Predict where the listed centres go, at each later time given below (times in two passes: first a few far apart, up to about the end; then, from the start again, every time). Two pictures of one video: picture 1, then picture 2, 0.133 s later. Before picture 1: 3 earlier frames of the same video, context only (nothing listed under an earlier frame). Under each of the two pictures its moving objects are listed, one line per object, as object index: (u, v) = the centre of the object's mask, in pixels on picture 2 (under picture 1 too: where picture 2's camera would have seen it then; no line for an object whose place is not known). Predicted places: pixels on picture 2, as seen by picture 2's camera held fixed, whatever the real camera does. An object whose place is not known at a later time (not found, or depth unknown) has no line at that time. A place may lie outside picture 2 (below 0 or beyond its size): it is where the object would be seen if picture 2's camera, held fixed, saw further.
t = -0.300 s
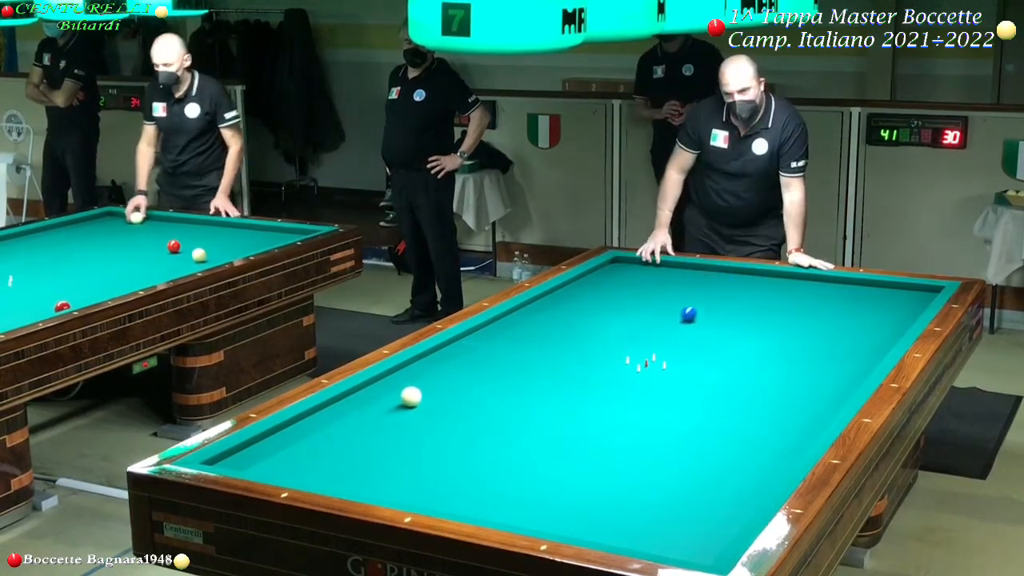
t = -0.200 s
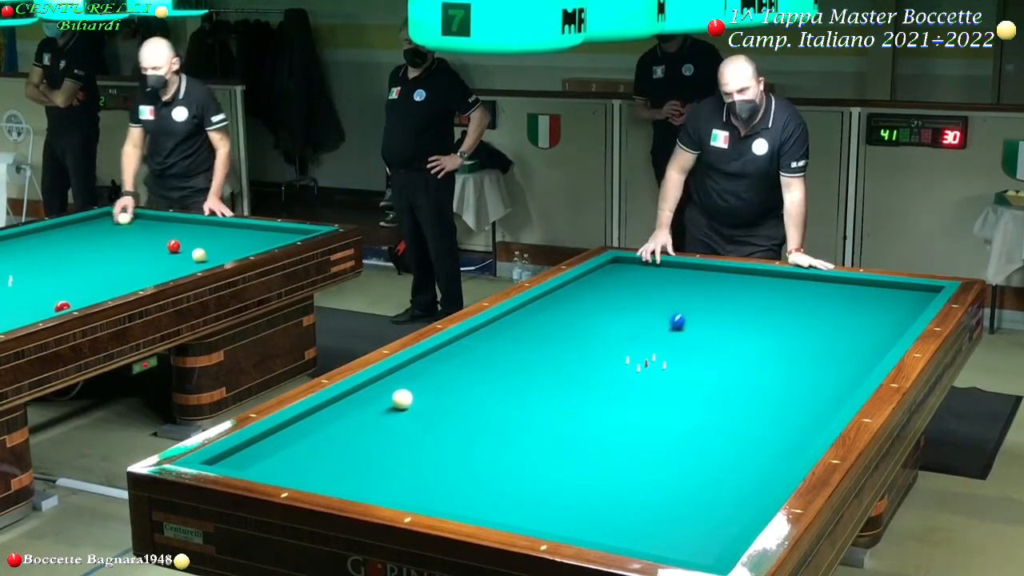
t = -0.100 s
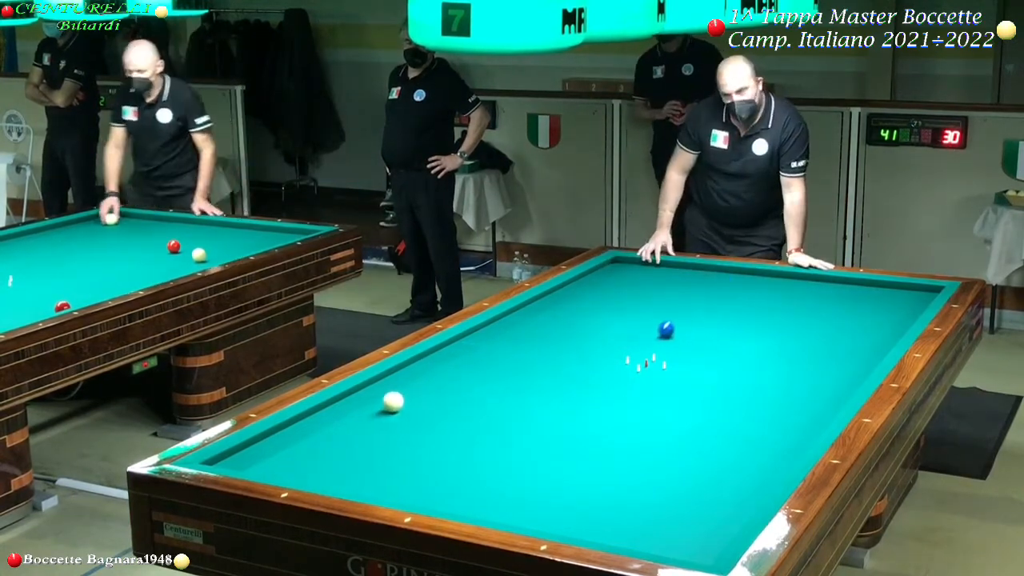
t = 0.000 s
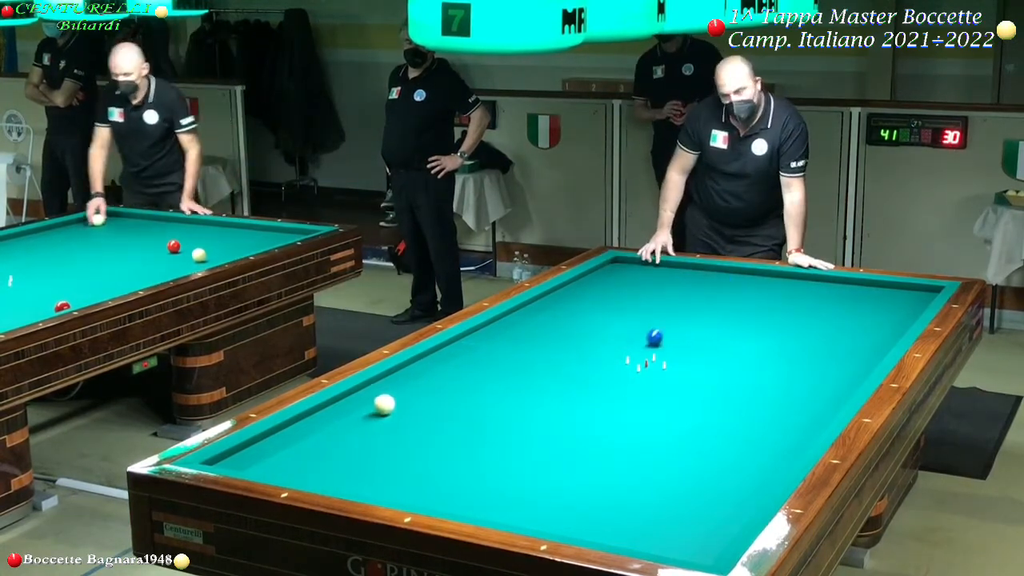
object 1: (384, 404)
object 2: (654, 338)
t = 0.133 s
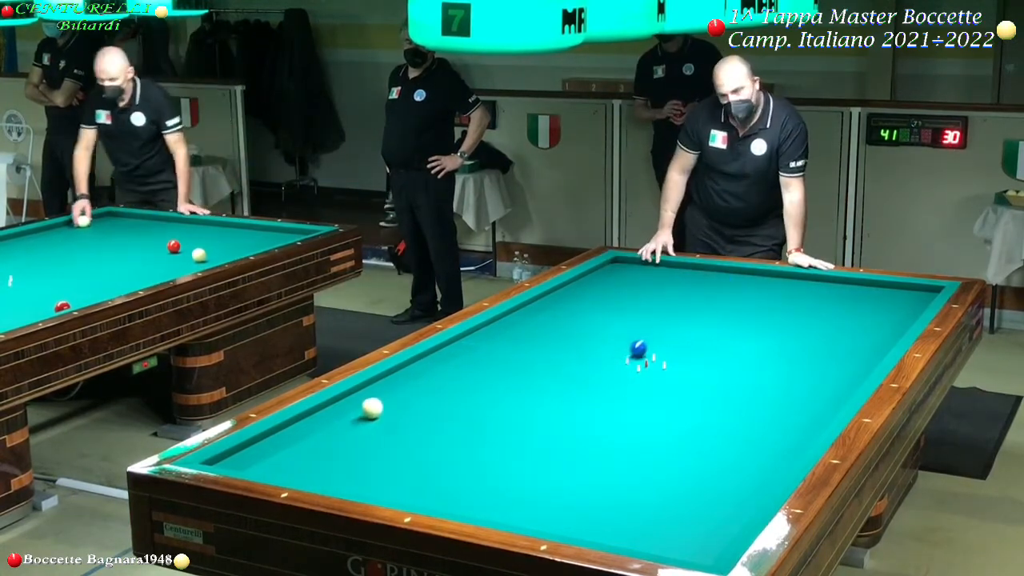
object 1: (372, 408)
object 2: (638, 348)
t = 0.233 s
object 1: (363, 411)
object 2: (626, 357)
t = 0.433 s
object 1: (345, 416)
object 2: (599, 376)
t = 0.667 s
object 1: (324, 422)
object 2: (566, 400)
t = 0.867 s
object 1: (307, 427)
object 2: (534, 422)
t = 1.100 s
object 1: (286, 434)
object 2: (493, 451)
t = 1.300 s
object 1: (269, 439)
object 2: (454, 480)
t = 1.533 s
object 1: (252, 445)
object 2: (428, 497)
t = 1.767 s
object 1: (243, 452)
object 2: (459, 477)
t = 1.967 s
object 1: (235, 457)
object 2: (480, 462)
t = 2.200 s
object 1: (226, 461)
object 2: (503, 446)
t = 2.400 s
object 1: (228, 461)
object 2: (522, 433)
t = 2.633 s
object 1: (236, 460)
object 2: (541, 419)
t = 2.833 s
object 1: (242, 459)
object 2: (556, 408)
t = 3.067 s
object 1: (248, 457)
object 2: (573, 397)
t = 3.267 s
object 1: (252, 456)
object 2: (586, 387)
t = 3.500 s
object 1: (257, 454)
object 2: (600, 377)
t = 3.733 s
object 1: (261, 453)
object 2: (614, 367)
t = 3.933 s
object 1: (264, 451)
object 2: (625, 359)
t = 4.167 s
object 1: (267, 450)
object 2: (637, 351)
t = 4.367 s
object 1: (269, 450)
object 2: (646, 344)
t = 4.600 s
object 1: (270, 449)
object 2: (656, 336)
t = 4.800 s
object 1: (271, 449)
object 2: (665, 330)
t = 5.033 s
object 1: (271, 449)
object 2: (674, 324)
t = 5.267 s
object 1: (271, 449)
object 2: (682, 317)
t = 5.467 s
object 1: (271, 449)
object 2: (690, 312)
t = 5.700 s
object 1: (271, 449)
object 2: (699, 306)
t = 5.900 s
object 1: (271, 449)
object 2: (705, 302)
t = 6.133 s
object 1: (271, 449)
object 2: (713, 297)
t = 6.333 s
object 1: (271, 449)
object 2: (719, 293)
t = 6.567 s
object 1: (271, 449)
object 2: (726, 288)
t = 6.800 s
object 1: (271, 449)
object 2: (733, 284)
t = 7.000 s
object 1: (271, 449)
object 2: (739, 281)
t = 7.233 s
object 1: (271, 449)
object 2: (745, 277)
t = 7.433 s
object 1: (271, 449)
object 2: (750, 274)
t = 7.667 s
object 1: (271, 449)
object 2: (753, 272)
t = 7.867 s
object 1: (271, 449)
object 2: (752, 273)
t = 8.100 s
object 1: (271, 449)
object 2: (750, 275)
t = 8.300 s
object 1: (271, 449)
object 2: (748, 277)
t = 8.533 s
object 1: (271, 449)
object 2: (746, 278)
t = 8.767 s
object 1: (271, 449)
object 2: (744, 280)
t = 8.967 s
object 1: (271, 449)
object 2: (742, 282)
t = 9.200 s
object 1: (271, 449)
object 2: (740, 283)
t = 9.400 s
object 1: (271, 449)
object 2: (738, 283)
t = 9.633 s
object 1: (271, 449)
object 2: (736, 285)
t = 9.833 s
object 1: (271, 449)
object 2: (735, 286)
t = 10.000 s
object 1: (271, 449)
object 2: (734, 286)
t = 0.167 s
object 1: (369, 409)
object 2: (635, 351)
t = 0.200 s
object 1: (366, 410)
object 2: (630, 354)
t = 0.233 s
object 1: (363, 411)
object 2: (626, 357)
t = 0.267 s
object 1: (360, 411)
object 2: (622, 360)
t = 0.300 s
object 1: (357, 412)
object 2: (617, 364)
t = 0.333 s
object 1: (354, 413)
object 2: (613, 367)
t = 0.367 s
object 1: (351, 414)
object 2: (609, 369)
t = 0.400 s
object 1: (348, 415)
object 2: (604, 373)
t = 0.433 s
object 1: (345, 416)
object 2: (599, 376)
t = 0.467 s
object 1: (343, 417)
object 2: (595, 379)
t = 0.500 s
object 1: (340, 418)
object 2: (590, 383)
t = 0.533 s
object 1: (336, 418)
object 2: (585, 386)
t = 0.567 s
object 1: (333, 419)
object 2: (581, 389)
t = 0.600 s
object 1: (331, 420)
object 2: (576, 393)
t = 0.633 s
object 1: (327, 421)
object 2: (570, 397)
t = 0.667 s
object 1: (324, 422)
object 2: (566, 400)
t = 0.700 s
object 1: (321, 423)
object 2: (561, 404)
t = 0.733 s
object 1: (318, 424)
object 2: (555, 407)
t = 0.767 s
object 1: (316, 425)
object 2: (551, 411)
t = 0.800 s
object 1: (313, 426)
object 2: (545, 415)
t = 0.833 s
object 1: (310, 427)
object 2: (540, 419)
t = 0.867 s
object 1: (307, 427)
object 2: (534, 422)
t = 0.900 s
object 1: (304, 428)
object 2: (528, 426)
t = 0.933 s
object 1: (301, 429)
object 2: (522, 430)
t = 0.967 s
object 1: (298, 430)
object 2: (517, 434)
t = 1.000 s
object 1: (295, 431)
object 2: (512, 439)
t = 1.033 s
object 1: (292, 432)
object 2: (506, 443)
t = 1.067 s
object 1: (289, 433)
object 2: (500, 447)
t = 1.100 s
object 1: (286, 434)
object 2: (493, 451)
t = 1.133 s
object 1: (283, 434)
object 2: (487, 456)
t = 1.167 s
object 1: (280, 435)
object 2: (481, 460)
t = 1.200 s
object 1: (277, 436)
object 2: (475, 464)
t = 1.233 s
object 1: (274, 437)
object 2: (468, 470)
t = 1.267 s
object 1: (272, 438)
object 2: (462, 475)
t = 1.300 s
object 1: (269, 439)
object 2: (454, 480)
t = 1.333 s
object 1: (266, 439)
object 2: (447, 485)
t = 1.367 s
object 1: (263, 440)
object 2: (441, 489)
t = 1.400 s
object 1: (260, 441)
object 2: (433, 495)
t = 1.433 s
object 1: (257, 442)
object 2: (426, 497)
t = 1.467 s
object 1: (255, 443)
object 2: (420, 499)
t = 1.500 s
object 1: (254, 444)
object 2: (422, 499)
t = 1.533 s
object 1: (252, 445)
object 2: (428, 497)
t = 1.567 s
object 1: (251, 446)
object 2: (433, 495)
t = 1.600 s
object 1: (250, 447)
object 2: (438, 491)
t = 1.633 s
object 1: (248, 448)
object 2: (443, 488)
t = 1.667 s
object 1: (247, 449)
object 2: (447, 485)
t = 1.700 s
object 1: (246, 450)
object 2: (452, 482)
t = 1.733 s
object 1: (244, 451)
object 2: (455, 479)
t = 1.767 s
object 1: (243, 452)
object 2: (459, 477)
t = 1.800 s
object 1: (241, 453)
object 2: (463, 474)
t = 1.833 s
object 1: (240, 454)
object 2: (466, 472)
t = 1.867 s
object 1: (239, 455)
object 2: (470, 469)
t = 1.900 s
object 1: (237, 456)
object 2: (473, 467)
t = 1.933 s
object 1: (236, 457)
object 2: (477, 464)
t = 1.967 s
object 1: (235, 457)
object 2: (480, 462)
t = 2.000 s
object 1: (234, 458)
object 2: (484, 459)
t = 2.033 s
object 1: (232, 459)
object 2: (487, 457)
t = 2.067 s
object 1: (231, 459)
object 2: (490, 455)
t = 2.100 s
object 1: (230, 460)
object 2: (494, 452)
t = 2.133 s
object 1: (229, 461)
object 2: (497, 450)
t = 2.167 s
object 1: (227, 461)
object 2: (500, 448)
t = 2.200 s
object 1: (226, 461)
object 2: (503, 446)
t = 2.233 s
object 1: (225, 462)
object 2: (506, 444)
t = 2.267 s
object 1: (224, 463)
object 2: (510, 441)
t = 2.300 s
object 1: (225, 463)
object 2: (512, 439)
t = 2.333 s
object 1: (226, 462)
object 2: (516, 437)
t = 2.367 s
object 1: (227, 462)
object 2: (519, 435)
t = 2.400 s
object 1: (228, 461)
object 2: (522, 433)
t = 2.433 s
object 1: (229, 461)
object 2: (524, 431)
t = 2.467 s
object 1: (230, 461)
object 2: (527, 429)
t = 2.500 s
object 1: (231, 461)
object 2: (530, 427)
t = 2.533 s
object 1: (232, 461)
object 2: (533, 425)
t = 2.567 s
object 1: (234, 461)
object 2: (535, 423)
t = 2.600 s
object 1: (235, 461)
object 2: (538, 421)
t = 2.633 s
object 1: (236, 460)
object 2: (541, 419)
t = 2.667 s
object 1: (237, 460)
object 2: (543, 418)
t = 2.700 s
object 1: (238, 460)
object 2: (546, 416)
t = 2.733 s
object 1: (239, 460)
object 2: (549, 414)
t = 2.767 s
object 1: (240, 460)
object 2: (551, 412)
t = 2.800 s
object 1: (241, 460)
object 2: (554, 410)
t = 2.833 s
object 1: (242, 459)
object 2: (556, 408)
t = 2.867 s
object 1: (242, 459)
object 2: (558, 407)
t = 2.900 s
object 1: (243, 459)
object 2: (561, 405)
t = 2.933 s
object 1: (244, 459)
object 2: (564, 403)
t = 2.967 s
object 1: (245, 459)
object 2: (566, 402)
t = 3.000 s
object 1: (246, 458)
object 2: (568, 400)
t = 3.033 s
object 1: (247, 458)
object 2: (570, 398)
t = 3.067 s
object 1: (248, 457)
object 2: (573, 397)
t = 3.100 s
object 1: (248, 457)
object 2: (575, 395)
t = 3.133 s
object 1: (249, 457)
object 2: (577, 393)
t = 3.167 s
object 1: (250, 457)
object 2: (580, 392)
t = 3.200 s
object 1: (251, 456)
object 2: (581, 390)
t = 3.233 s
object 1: (252, 456)
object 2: (584, 389)
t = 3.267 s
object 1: (252, 456)
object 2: (586, 387)
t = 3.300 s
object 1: (253, 455)
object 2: (588, 385)
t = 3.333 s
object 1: (254, 455)
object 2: (590, 384)
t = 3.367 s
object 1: (255, 455)
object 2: (592, 382)
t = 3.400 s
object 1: (255, 455)
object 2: (594, 381)
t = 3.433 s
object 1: (256, 454)
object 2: (597, 379)
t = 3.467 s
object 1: (257, 454)
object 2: (598, 378)
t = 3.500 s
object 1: (257, 454)
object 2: (600, 377)
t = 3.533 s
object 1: (258, 454)
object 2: (603, 375)
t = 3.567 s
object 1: (258, 454)
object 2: (604, 374)
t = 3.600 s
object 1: (259, 453)
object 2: (606, 372)
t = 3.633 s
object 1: (260, 453)
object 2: (608, 371)
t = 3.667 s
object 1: (260, 453)
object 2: (610, 370)
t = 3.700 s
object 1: (261, 453)
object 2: (612, 368)
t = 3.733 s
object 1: (261, 453)
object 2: (614, 367)
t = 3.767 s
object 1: (262, 452)
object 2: (616, 366)
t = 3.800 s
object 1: (262, 452)
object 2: (618, 364)
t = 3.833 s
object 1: (263, 452)
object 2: (619, 363)
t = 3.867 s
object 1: (263, 452)
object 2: (621, 362)
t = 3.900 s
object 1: (264, 452)
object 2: (623, 361)
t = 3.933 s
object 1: (264, 451)
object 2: (625, 359)
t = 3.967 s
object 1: (264, 451)
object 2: (627, 358)
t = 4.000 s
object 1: (265, 451)
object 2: (628, 357)
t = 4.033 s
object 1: (266, 451)
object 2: (630, 355)
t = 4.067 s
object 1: (266, 451)
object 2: (632, 354)
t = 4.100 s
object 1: (266, 451)
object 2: (633, 353)
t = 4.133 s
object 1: (267, 451)
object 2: (635, 352)
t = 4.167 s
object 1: (267, 450)
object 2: (637, 351)
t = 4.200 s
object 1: (267, 450)
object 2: (638, 350)
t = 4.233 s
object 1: (267, 450)
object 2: (640, 349)
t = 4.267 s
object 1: (268, 450)
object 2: (641, 347)
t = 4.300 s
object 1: (268, 450)
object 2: (643, 346)
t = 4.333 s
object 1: (268, 450)
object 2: (645, 345)
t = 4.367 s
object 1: (269, 450)
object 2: (646, 344)
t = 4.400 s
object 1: (269, 450)
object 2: (648, 343)
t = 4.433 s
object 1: (269, 450)
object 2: (649, 342)
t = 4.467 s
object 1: (270, 449)
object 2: (651, 341)
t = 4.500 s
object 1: (270, 449)
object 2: (652, 340)
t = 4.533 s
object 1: (270, 449)
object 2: (654, 339)
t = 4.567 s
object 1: (270, 449)
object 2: (655, 337)
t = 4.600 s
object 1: (270, 449)
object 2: (656, 336)
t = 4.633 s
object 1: (270, 449)
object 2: (658, 335)
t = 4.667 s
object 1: (270, 449)
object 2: (659, 334)
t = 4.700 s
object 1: (271, 449)
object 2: (661, 333)
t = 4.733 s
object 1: (271, 449)
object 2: (662, 332)
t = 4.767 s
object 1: (271, 449)
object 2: (663, 331)
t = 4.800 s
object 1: (271, 449)
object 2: (665, 330)
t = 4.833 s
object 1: (271, 449)
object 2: (666, 330)
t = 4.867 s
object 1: (271, 449)
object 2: (667, 328)
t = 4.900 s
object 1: (271, 449)
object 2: (669, 328)
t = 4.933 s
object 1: (271, 449)
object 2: (670, 327)
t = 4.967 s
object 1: (271, 449)
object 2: (671, 326)
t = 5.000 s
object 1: (271, 449)
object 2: (672, 325)
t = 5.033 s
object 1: (271, 449)
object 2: (674, 324)
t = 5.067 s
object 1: (271, 449)
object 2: (675, 323)
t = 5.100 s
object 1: (271, 449)
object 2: (676, 322)
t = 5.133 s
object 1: (271, 449)
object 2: (678, 321)
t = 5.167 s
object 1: (271, 449)
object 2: (679, 320)
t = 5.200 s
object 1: (271, 449)
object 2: (680, 319)
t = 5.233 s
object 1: (271, 449)
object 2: (681, 318)
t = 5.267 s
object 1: (271, 449)
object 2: (682, 317)
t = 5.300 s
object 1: (271, 449)
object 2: (684, 316)
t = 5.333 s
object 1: (271, 449)
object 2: (685, 315)
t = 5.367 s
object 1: (271, 449)
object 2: (686, 315)
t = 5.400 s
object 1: (271, 449)
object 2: (687, 314)
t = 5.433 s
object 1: (271, 449)
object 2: (689, 313)
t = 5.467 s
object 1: (271, 449)
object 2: (690, 312)
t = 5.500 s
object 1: (271, 449)
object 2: (691, 311)
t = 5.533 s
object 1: (271, 449)
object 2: (693, 311)
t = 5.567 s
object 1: (271, 449)
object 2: (694, 310)
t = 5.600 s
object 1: (271, 449)
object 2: (695, 309)
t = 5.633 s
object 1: (271, 449)
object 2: (696, 308)
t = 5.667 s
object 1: (271, 449)
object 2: (698, 307)
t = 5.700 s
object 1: (271, 449)
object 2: (699, 306)
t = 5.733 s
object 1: (271, 449)
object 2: (700, 305)
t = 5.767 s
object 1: (271, 449)
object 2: (701, 305)
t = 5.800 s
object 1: (271, 449)
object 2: (702, 304)
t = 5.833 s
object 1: (271, 449)
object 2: (703, 304)
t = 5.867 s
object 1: (271, 449)
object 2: (704, 303)
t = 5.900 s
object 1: (271, 449)
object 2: (705, 302)
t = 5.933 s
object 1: (272, 448)
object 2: (707, 300)
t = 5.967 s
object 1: (272, 448)
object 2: (707, 300)
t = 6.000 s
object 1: (271, 449)
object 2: (709, 300)
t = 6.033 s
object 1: (271, 449)
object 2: (710, 299)
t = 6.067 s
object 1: (271, 449)
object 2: (711, 299)
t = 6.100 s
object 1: (271, 449)
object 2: (712, 298)
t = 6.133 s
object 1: (271, 449)
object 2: (713, 297)
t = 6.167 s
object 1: (271, 449)
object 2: (714, 296)
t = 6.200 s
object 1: (271, 449)
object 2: (715, 295)
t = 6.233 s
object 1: (271, 449)
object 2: (716, 295)
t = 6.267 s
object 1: (271, 449)
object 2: (717, 294)
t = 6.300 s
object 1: (271, 449)
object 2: (719, 293)
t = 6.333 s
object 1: (271, 449)
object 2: (719, 293)
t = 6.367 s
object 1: (271, 449)
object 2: (720, 292)
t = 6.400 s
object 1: (271, 449)
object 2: (721, 291)
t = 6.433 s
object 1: (271, 449)
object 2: (723, 291)
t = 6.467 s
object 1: (271, 449)
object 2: (723, 290)
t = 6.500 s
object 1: (271, 449)
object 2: (724, 289)
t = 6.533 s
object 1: (271, 449)
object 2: (725, 289)
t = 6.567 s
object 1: (271, 449)
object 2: (726, 288)
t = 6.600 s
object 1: (271, 449)
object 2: (727, 288)
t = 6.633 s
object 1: (271, 449)
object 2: (728, 287)
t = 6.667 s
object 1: (271, 449)
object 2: (729, 287)
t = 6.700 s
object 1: (271, 449)
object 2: (730, 286)
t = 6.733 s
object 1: (271, 449)
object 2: (731, 286)
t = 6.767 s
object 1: (271, 449)
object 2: (732, 285)
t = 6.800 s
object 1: (271, 449)
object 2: (733, 284)
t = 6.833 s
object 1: (271, 449)
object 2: (734, 284)
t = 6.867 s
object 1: (271, 449)
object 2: (735, 283)
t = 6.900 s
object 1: (271, 449)
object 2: (736, 283)
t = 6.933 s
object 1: (271, 449)
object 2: (737, 282)
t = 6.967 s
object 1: (271, 449)
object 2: (738, 281)
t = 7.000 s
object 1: (271, 449)
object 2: (739, 281)
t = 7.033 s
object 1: (271, 449)
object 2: (740, 280)
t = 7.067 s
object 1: (271, 449)
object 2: (741, 279)
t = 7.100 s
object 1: (271, 449)
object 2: (741, 279)
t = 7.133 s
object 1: (271, 449)
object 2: (742, 279)
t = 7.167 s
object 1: (271, 449)
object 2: (743, 278)
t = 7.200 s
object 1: (271, 449)
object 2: (744, 277)
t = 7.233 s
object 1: (271, 449)
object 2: (745, 277)
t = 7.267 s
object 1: (271, 449)
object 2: (746, 277)
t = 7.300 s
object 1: (271, 449)
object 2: (747, 275)
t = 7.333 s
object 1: (271, 449)
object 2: (748, 275)
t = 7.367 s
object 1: (271, 449)
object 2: (749, 275)
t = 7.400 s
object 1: (271, 449)
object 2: (750, 274)
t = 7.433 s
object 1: (271, 449)
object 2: (750, 274)
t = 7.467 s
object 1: (271, 449)
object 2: (752, 273)
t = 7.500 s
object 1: (271, 449)
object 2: (752, 273)
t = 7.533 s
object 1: (271, 449)
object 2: (753, 272)
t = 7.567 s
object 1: (271, 449)
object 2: (754, 272)
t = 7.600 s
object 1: (271, 449)
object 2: (754, 272)
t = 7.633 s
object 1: (271, 449)
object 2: (754, 272)
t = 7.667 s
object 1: (271, 449)
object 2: (753, 272)
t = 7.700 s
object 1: (271, 449)
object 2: (753, 272)
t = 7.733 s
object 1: (271, 449)
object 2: (753, 273)
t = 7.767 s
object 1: (271, 449)
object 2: (753, 273)
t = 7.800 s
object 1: (271, 449)
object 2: (752, 273)
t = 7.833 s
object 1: (271, 449)
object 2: (752, 273)
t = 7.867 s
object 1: (271, 449)
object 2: (752, 273)
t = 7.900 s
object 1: (271, 449)
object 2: (752, 274)
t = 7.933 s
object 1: (271, 449)
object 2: (751, 274)
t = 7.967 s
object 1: (271, 449)
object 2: (751, 274)
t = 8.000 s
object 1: (271, 449)
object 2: (750, 274)
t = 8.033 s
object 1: (271, 449)
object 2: (750, 274)
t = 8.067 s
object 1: (271, 449)
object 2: (750, 275)
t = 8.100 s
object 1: (271, 449)
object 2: (750, 275)
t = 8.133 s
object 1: (271, 449)
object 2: (750, 275)
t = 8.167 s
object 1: (271, 449)
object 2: (749, 275)
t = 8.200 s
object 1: (271, 449)
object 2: (749, 276)
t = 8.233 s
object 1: (271, 449)
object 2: (748, 276)
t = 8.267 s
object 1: (271, 449)
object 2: (748, 277)
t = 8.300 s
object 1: (271, 449)
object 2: (748, 277)
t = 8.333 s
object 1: (271, 449)
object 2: (748, 277)
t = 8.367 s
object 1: (271, 449)
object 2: (747, 277)
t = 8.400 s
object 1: (271, 449)
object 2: (747, 277)
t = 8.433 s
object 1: (271, 449)
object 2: (747, 278)
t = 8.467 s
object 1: (271, 449)
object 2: (746, 278)
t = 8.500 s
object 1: (271, 449)
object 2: (746, 278)
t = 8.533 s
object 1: (271, 449)
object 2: (746, 278)
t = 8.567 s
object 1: (271, 449)
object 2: (745, 279)
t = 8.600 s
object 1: (271, 449)
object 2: (745, 279)
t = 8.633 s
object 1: (271, 449)
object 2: (745, 279)
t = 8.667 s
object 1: (271, 449)
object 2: (744, 279)
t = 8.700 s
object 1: (271, 449)
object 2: (744, 280)
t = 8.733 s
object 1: (271, 449)
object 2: (744, 280)
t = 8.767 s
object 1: (271, 449)
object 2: (744, 280)
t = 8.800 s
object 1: (271, 449)
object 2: (744, 281)
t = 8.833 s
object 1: (271, 449)
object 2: (743, 280)
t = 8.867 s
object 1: (271, 449)
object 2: (743, 281)
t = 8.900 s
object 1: (271, 449)
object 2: (743, 281)
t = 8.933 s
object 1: (271, 449)
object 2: (742, 282)
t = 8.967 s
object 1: (271, 449)
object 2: (742, 282)
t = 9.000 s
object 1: (271, 449)
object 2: (742, 282)
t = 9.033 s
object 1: (271, 449)
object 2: (742, 282)
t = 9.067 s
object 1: (271, 449)
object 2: (741, 282)
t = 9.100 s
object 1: (271, 449)
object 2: (741, 282)
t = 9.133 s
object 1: (271, 449)
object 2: (741, 282)
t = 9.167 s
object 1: (271, 449)
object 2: (740, 283)
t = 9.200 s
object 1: (271, 449)
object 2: (740, 283)
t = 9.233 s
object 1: (271, 449)
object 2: (739, 283)
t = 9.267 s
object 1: (271, 449)
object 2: (739, 283)
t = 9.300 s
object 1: (271, 449)
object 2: (739, 283)
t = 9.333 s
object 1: (271, 449)
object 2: (739, 283)
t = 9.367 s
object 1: (271, 449)
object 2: (738, 284)
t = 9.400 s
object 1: (271, 449)
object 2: (738, 283)
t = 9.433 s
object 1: (271, 449)
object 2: (738, 284)
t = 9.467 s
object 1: (271, 449)
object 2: (737, 284)
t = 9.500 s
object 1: (271, 449)
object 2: (737, 284)
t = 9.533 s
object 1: (271, 449)
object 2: (737, 284)
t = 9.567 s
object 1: (271, 449)
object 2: (737, 284)
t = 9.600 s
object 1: (271, 449)
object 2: (736, 285)
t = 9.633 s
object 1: (271, 449)
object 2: (736, 285)
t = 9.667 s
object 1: (271, 449)
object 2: (736, 285)
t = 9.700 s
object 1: (271, 449)
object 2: (736, 285)
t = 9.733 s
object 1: (271, 449)
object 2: (736, 285)
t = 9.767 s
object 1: (271, 449)
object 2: (735, 286)
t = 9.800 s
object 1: (271, 449)
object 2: (736, 285)
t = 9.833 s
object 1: (271, 449)
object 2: (735, 286)
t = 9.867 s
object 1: (271, 449)
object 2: (735, 285)
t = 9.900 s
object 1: (271, 449)
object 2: (735, 286)
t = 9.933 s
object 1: (271, 449)
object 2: (735, 286)
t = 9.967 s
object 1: (271, 449)
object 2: (735, 286)
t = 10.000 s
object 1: (271, 449)
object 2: (734, 286)
